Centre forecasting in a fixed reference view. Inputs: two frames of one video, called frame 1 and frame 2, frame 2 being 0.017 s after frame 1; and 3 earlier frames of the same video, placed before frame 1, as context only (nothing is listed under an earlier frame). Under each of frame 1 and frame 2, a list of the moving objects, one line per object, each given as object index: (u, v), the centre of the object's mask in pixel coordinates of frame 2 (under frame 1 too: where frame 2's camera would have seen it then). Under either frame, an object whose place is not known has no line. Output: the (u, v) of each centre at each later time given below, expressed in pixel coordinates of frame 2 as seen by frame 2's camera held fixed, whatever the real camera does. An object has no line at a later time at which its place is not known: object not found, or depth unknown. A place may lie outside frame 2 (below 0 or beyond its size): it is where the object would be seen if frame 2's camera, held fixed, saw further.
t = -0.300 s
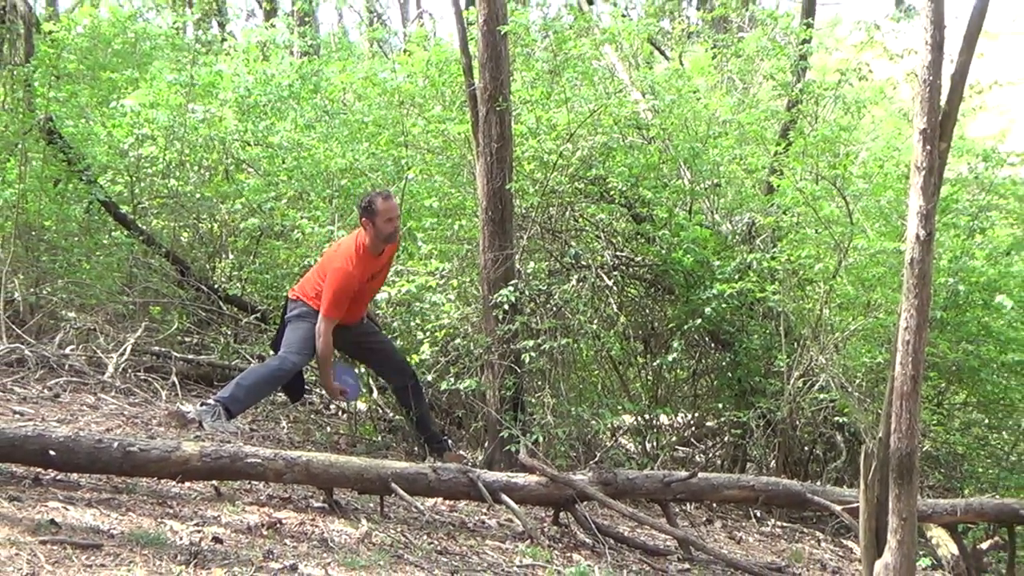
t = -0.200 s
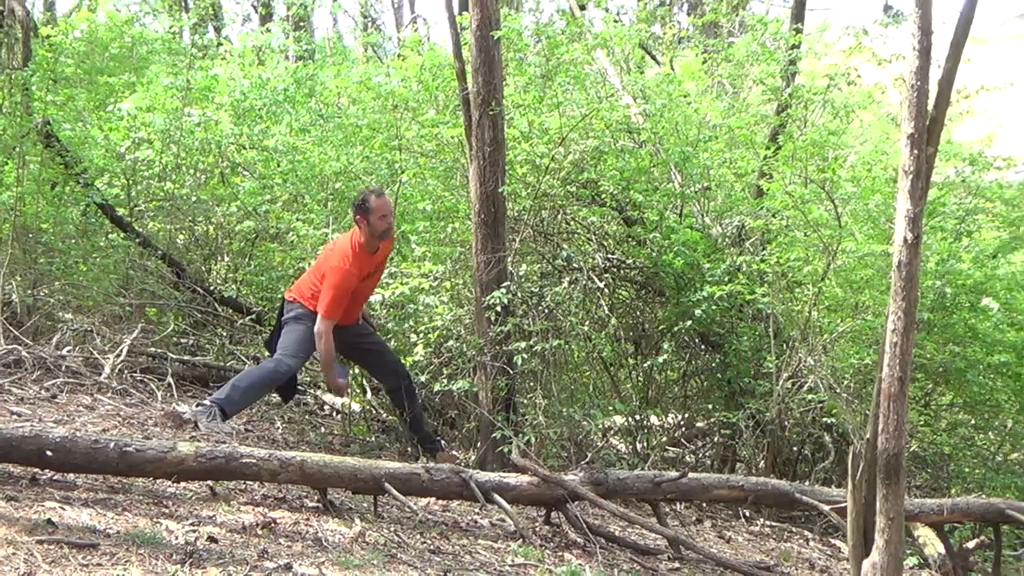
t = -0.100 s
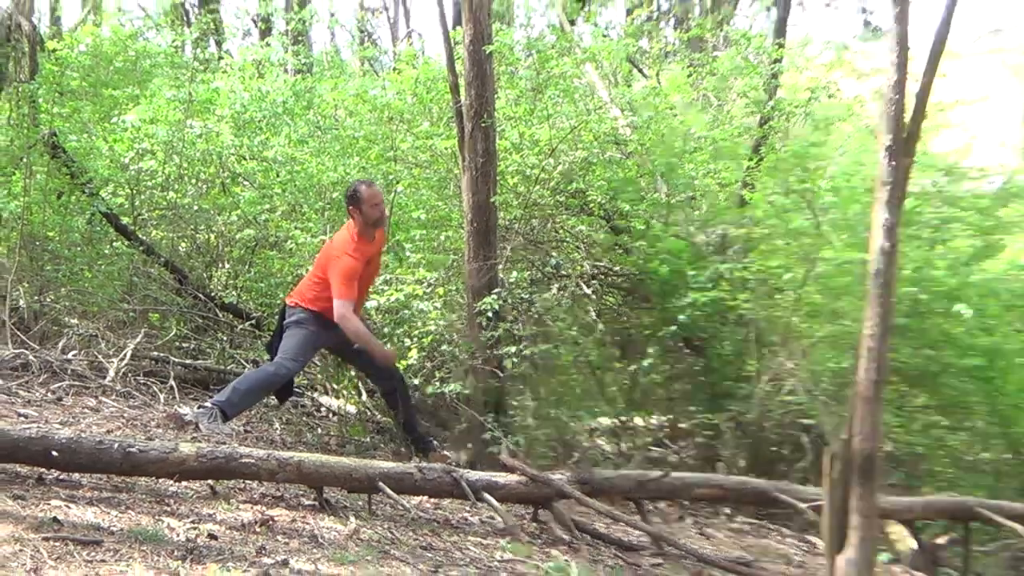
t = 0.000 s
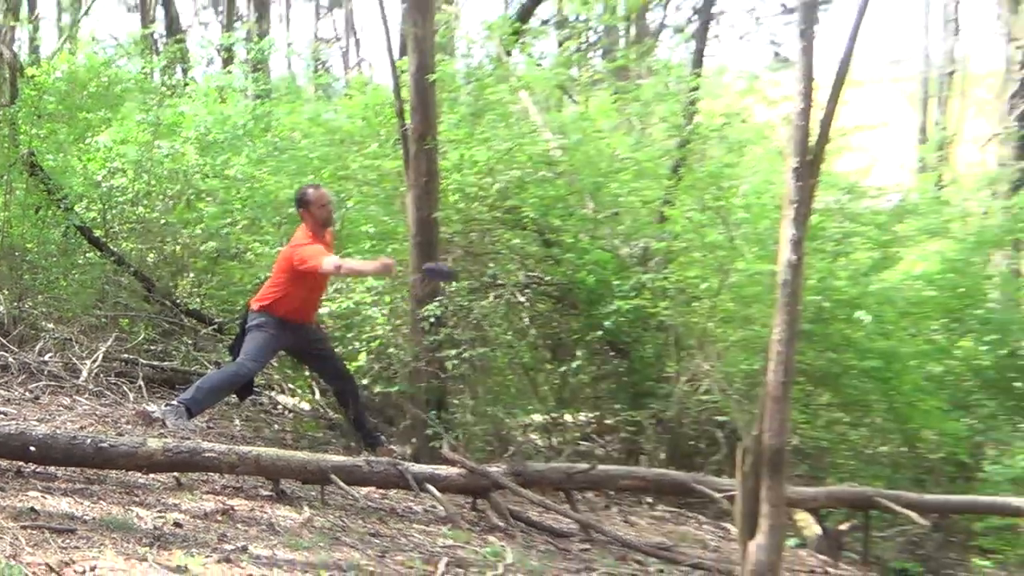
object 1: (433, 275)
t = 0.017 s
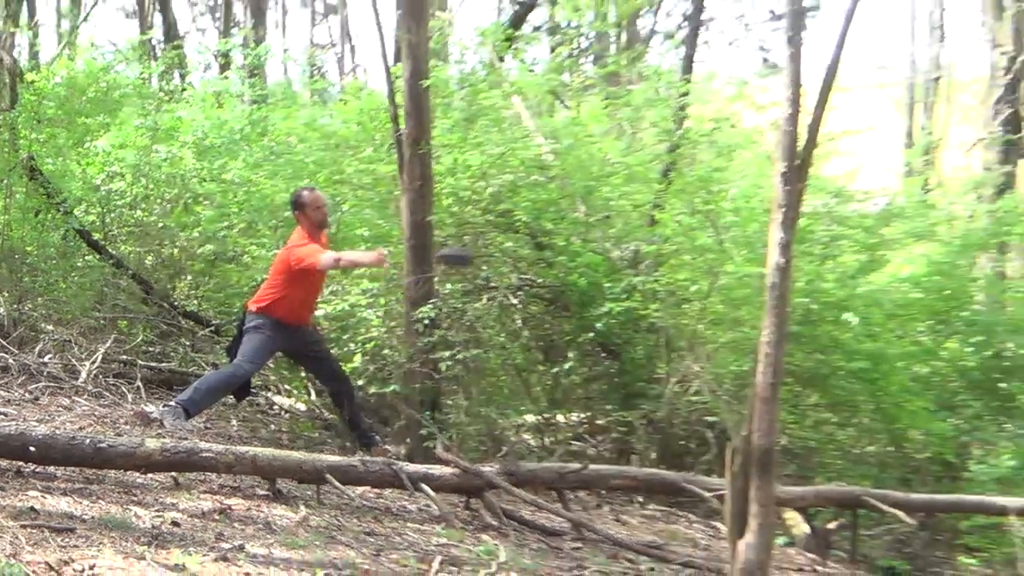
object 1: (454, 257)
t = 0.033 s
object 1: (476, 241)
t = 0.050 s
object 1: (497, 224)
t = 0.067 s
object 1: (517, 209)
